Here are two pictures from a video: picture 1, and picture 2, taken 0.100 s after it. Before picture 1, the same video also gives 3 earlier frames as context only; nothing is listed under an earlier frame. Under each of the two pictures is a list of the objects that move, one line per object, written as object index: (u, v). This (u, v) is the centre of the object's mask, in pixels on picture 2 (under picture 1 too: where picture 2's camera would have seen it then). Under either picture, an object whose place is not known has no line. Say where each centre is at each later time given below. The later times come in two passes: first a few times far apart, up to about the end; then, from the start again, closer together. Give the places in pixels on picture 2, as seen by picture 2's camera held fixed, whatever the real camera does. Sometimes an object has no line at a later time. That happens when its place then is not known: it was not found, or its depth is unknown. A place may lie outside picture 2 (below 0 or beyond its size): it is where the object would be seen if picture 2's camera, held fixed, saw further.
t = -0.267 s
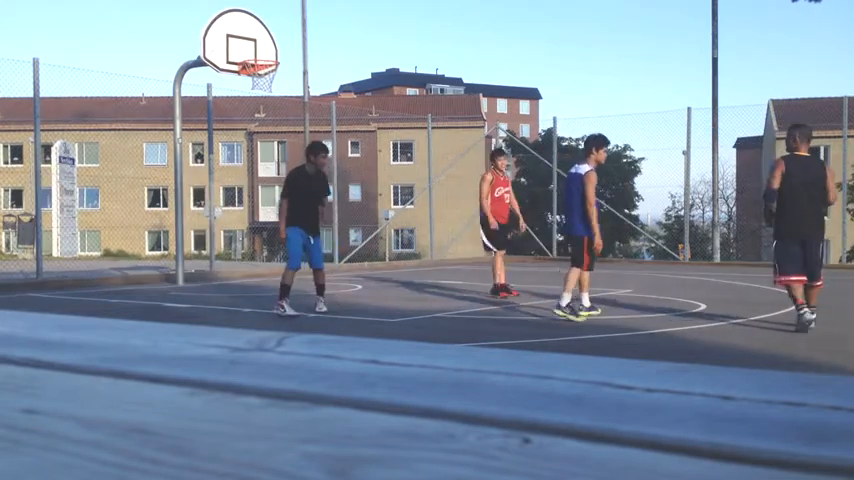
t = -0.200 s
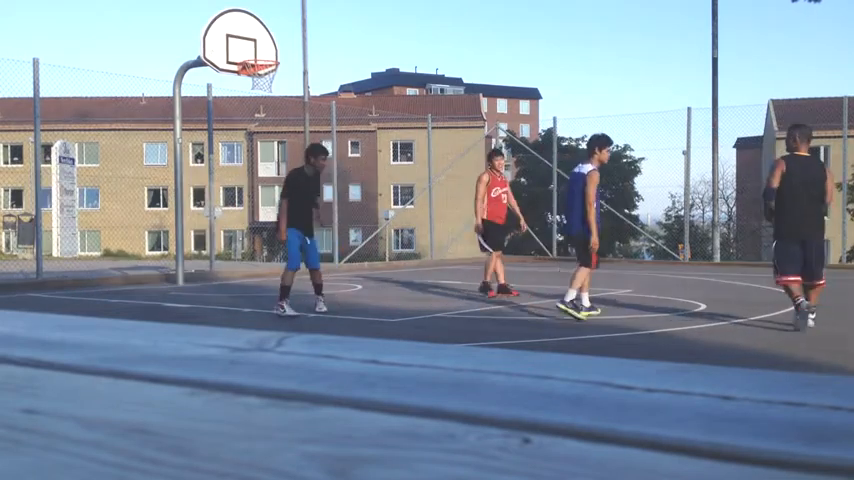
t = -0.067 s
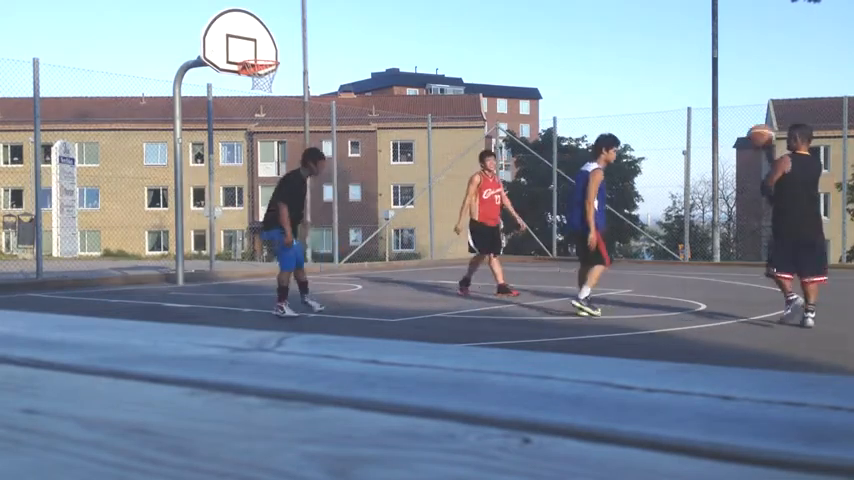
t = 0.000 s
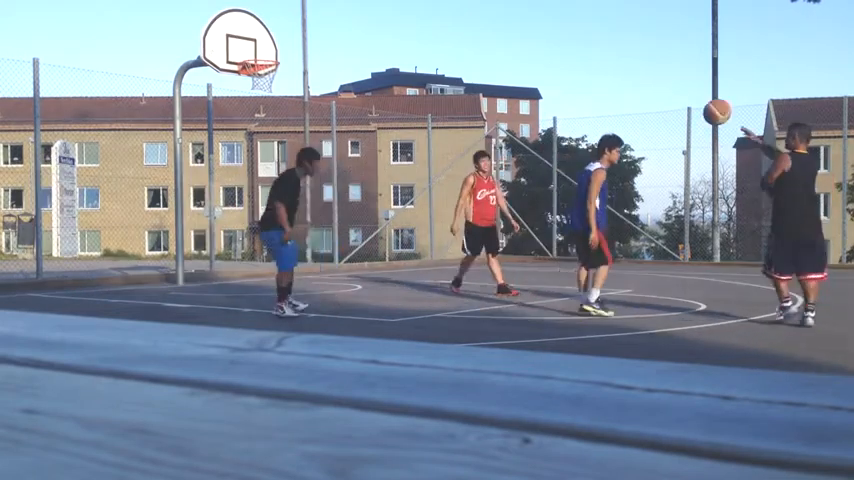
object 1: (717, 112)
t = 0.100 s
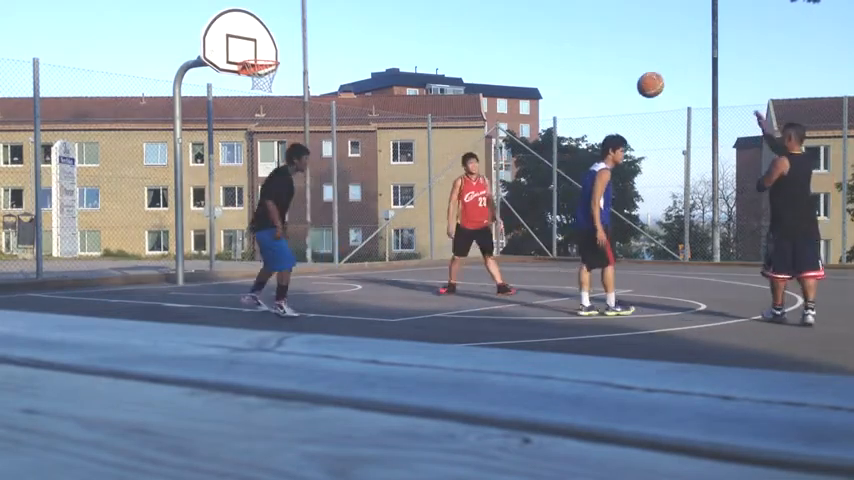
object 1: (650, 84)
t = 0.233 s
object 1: (565, 65)
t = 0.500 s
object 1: (410, 80)
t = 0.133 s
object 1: (628, 78)
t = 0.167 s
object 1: (607, 72)
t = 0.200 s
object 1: (586, 68)
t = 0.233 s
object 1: (565, 65)
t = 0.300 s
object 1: (524, 62)
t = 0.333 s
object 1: (505, 62)
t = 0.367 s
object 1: (485, 64)
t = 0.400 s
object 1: (466, 66)
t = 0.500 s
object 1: (410, 80)
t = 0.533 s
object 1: (391, 87)
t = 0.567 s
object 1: (373, 94)
